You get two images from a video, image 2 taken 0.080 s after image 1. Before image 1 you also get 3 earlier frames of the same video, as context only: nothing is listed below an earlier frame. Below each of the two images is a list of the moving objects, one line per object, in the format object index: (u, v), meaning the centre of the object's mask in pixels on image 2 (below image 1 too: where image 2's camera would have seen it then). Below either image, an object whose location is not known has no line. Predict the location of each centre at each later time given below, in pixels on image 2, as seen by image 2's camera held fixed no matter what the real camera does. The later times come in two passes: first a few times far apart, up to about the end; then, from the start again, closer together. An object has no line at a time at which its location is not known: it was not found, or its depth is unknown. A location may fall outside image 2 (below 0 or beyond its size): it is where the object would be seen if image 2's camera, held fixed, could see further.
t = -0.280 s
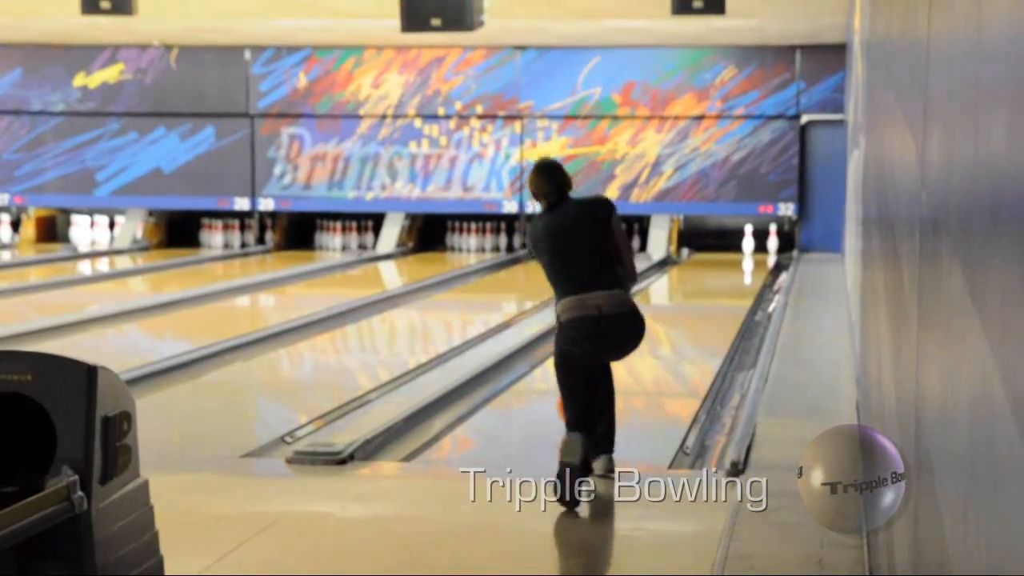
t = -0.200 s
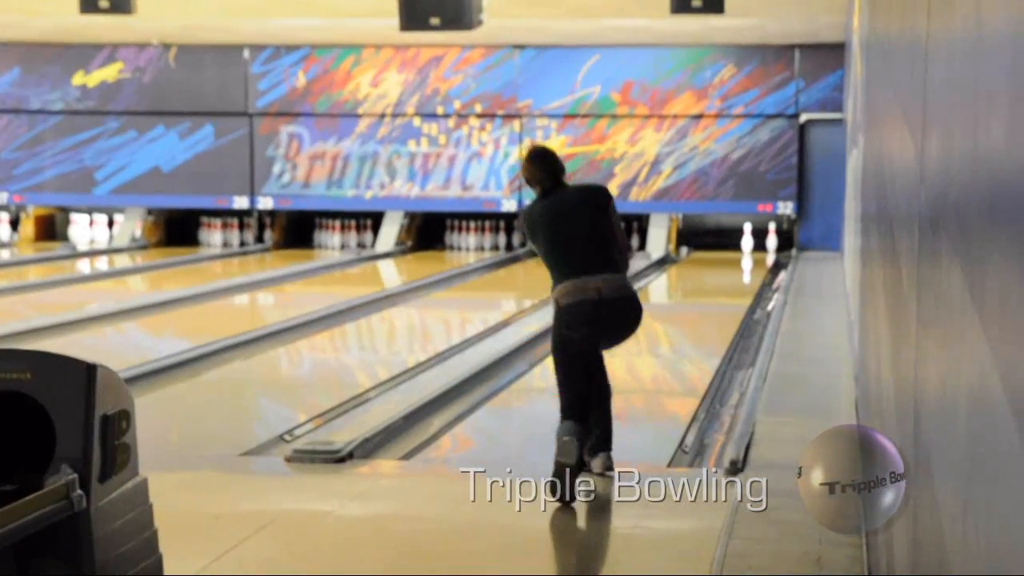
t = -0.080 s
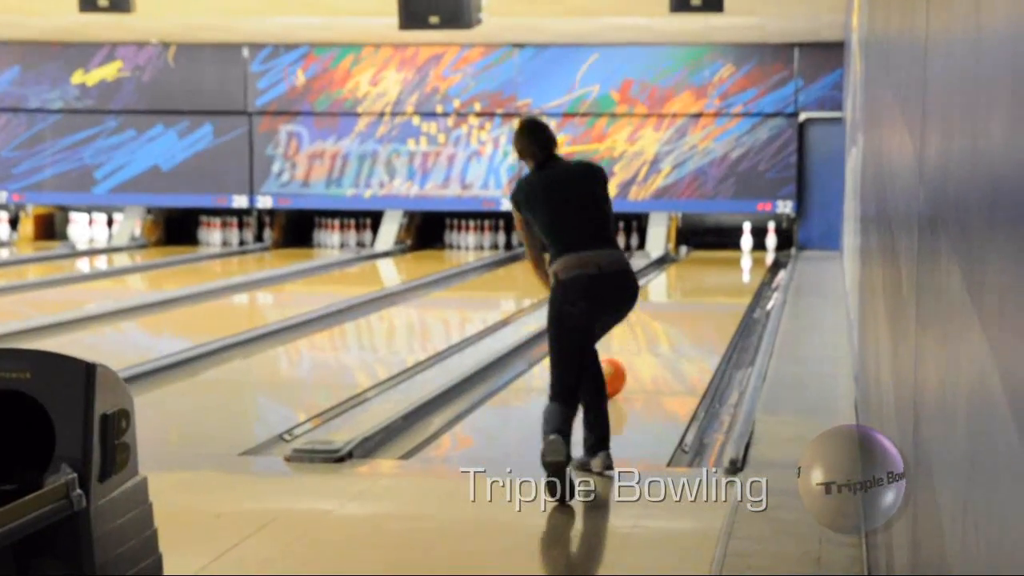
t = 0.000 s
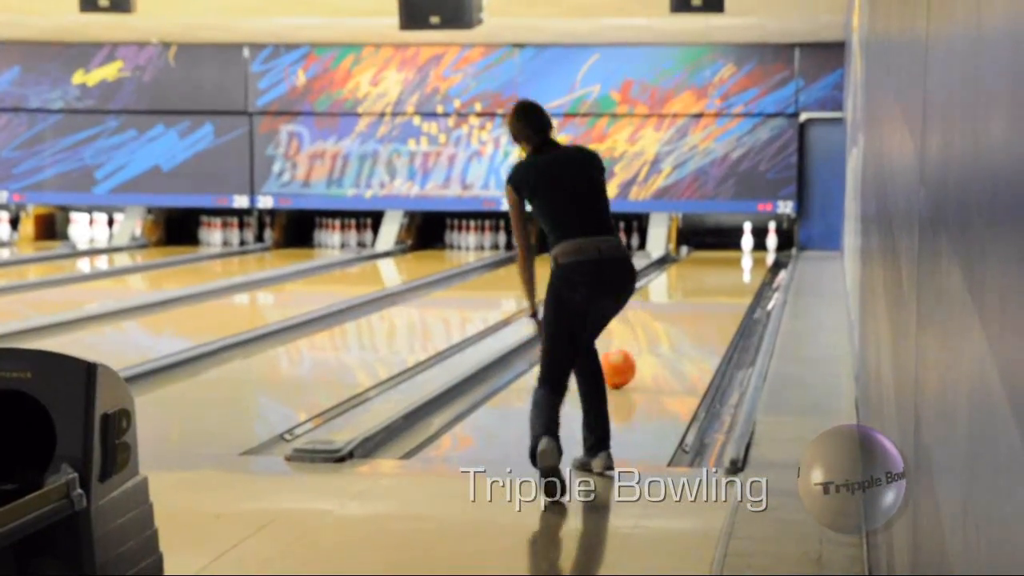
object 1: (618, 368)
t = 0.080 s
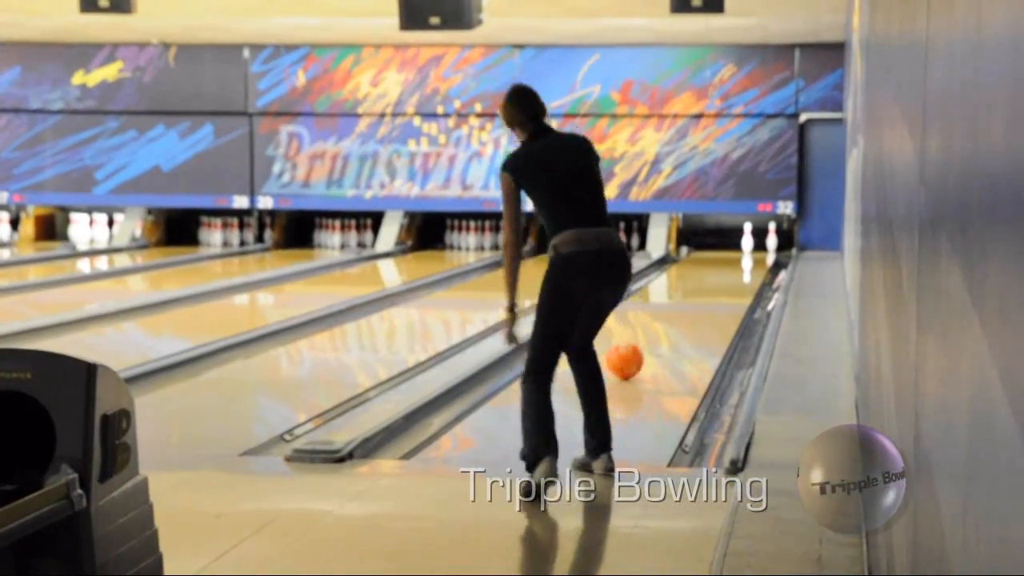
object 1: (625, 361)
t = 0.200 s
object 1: (637, 349)
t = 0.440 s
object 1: (653, 332)
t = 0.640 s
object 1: (668, 319)
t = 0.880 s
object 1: (682, 305)
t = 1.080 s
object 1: (693, 295)
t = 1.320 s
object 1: (703, 286)
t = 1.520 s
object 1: (710, 280)
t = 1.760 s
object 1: (719, 272)
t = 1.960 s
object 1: (726, 267)
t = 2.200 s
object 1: (732, 260)
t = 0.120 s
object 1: (629, 357)
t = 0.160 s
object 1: (633, 353)
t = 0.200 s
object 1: (637, 349)
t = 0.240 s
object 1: (640, 345)
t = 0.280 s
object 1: (643, 342)
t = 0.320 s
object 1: (647, 338)
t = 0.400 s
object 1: (650, 336)
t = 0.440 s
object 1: (653, 332)
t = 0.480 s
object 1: (657, 330)
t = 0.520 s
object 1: (659, 327)
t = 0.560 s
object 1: (662, 324)
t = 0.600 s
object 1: (665, 321)
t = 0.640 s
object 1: (668, 319)
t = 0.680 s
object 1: (670, 316)
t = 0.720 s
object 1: (673, 314)
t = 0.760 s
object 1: (676, 312)
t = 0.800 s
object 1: (678, 309)
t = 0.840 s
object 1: (680, 307)
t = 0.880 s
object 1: (682, 305)
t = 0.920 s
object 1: (685, 303)
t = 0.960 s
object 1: (687, 301)
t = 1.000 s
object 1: (689, 299)
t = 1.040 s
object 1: (691, 297)
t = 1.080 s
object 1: (693, 295)
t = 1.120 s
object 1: (695, 293)
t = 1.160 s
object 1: (696, 291)
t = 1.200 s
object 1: (698, 290)
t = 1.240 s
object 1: (699, 289)
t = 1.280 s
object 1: (702, 287)
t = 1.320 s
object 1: (703, 286)
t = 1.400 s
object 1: (705, 284)
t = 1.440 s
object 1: (707, 283)
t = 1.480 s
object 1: (709, 281)
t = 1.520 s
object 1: (710, 280)
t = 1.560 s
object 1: (712, 278)
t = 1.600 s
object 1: (713, 277)
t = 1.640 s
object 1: (715, 276)
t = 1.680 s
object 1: (716, 275)
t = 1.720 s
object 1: (717, 273)
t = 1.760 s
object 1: (719, 272)
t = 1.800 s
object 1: (720, 271)
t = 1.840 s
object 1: (722, 270)
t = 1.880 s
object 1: (723, 268)
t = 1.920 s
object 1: (725, 268)
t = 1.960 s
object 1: (726, 267)
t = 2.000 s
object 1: (728, 265)
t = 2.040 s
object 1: (728, 265)
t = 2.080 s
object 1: (730, 263)
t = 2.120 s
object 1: (731, 262)
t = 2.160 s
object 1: (732, 261)
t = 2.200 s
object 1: (732, 260)
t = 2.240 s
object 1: (733, 259)
